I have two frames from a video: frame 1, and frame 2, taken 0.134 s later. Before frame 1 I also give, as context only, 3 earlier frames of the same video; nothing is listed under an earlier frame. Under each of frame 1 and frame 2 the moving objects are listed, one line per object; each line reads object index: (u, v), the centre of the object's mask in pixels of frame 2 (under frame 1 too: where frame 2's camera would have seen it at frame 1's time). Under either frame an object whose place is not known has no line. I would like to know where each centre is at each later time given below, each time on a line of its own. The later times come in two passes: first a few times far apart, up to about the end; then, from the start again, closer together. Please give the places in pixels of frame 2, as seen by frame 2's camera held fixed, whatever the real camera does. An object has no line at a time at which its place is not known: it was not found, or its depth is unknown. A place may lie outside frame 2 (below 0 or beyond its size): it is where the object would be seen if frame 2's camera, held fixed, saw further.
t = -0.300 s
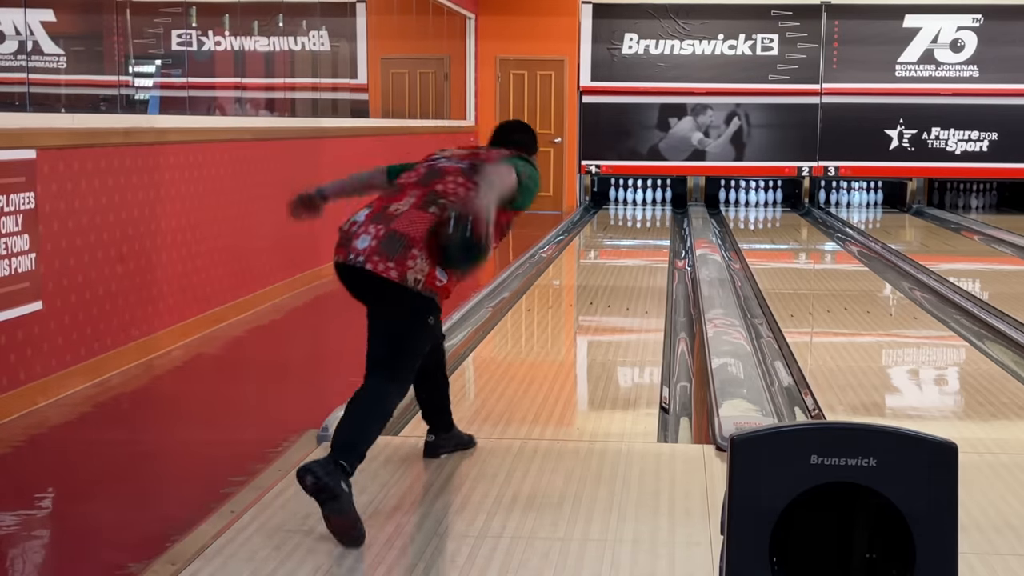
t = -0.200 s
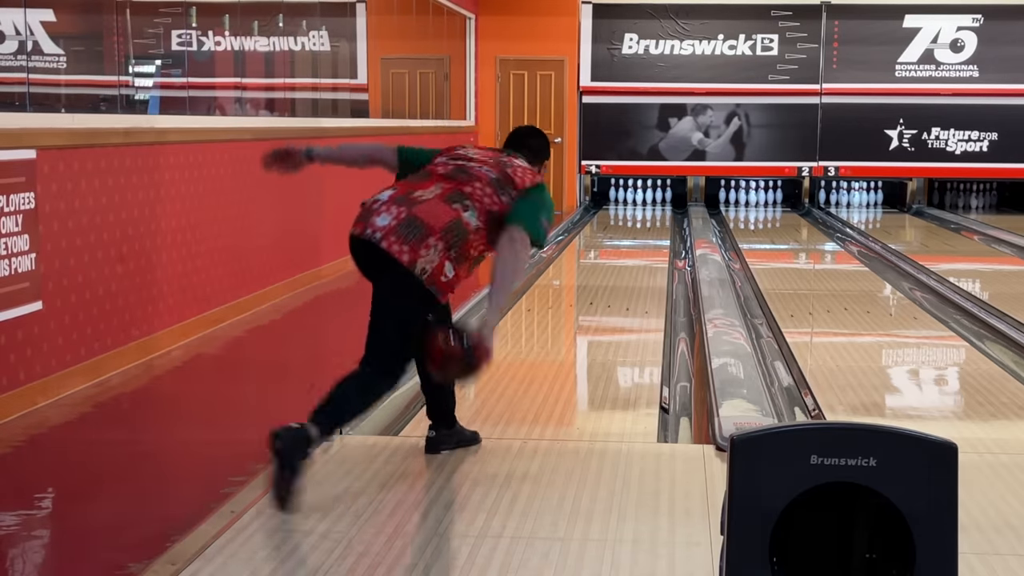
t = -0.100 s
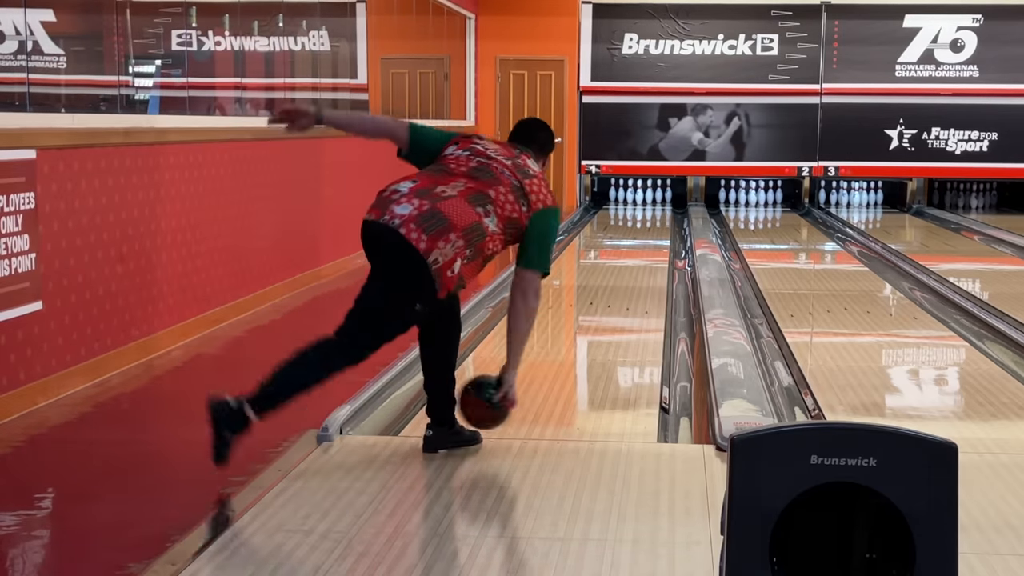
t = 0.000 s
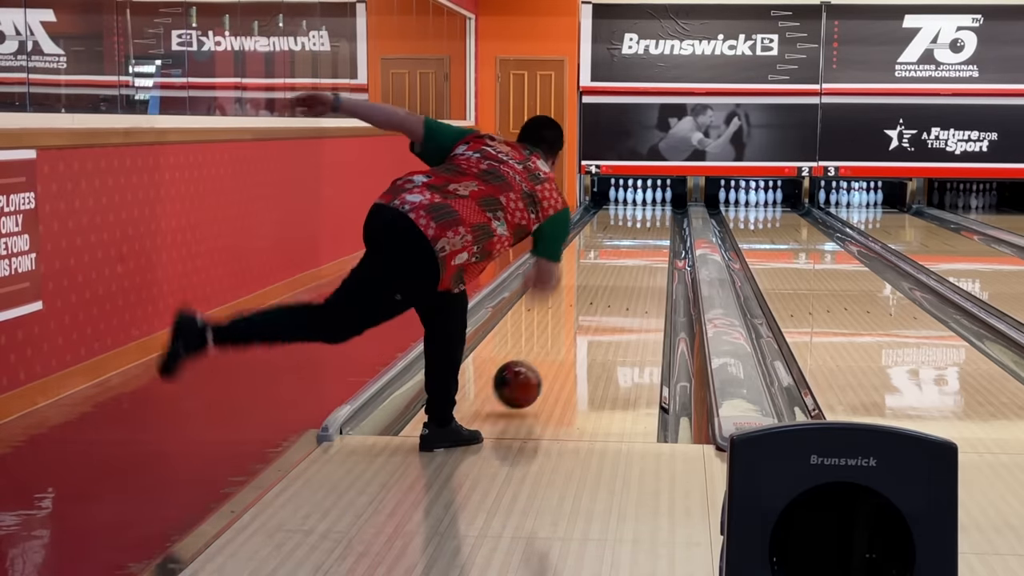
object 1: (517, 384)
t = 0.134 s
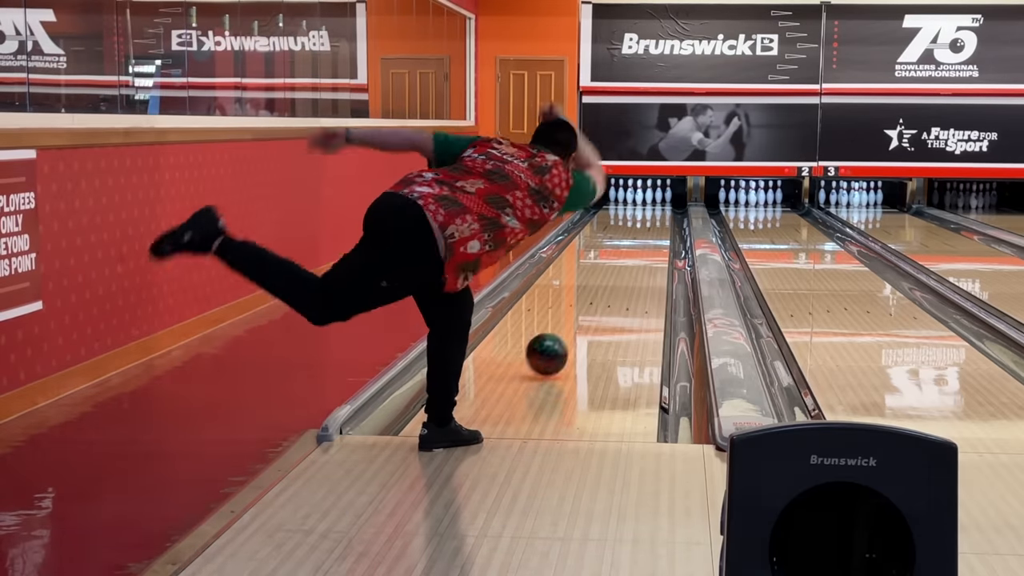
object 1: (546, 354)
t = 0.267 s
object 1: (569, 331)
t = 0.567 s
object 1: (604, 290)
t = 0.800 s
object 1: (622, 268)
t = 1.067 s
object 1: (637, 249)
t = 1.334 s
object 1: (647, 235)
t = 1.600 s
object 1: (655, 223)
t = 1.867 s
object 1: (659, 214)
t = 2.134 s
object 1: (658, 207)
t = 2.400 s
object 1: (653, 202)
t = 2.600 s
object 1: (647, 199)
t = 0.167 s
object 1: (553, 350)
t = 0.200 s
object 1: (559, 342)
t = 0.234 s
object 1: (564, 337)
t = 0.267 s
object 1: (569, 331)
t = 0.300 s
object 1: (574, 326)
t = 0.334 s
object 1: (578, 320)
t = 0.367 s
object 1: (583, 316)
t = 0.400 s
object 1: (587, 311)
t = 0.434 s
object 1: (591, 306)
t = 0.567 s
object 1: (604, 290)
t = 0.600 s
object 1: (607, 286)
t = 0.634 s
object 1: (610, 283)
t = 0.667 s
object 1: (613, 280)
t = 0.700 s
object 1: (615, 276)
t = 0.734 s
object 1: (618, 274)
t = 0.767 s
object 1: (620, 270)
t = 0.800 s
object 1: (622, 268)
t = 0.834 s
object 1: (624, 265)
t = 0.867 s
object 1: (627, 262)
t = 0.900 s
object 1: (629, 260)
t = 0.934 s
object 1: (630, 258)
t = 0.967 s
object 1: (632, 255)
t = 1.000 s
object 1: (634, 253)
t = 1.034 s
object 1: (636, 251)
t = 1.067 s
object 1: (637, 249)
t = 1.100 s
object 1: (639, 247)
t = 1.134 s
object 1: (640, 245)
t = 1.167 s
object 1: (641, 243)
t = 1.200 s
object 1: (643, 241)
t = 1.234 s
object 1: (644, 240)
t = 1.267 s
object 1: (645, 238)
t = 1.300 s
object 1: (646, 236)
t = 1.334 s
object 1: (647, 235)
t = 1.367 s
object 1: (649, 233)
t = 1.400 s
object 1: (650, 231)
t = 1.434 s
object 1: (651, 230)
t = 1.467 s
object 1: (652, 229)
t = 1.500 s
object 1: (653, 227)
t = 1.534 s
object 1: (653, 226)
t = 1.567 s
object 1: (654, 225)
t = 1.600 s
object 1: (655, 223)
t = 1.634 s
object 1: (656, 222)
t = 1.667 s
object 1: (656, 221)
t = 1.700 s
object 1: (658, 220)
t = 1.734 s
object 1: (658, 219)
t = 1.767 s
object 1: (658, 217)
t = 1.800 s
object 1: (659, 216)
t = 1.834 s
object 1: (659, 215)
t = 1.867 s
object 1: (659, 214)
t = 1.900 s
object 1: (659, 213)
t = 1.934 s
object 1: (659, 212)
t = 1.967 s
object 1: (659, 211)
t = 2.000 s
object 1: (659, 211)
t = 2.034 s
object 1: (659, 210)
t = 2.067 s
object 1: (659, 209)
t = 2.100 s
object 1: (659, 208)
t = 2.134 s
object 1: (658, 207)
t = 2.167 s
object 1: (658, 207)
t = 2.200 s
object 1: (658, 205)
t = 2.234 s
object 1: (657, 205)
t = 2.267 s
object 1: (657, 204)
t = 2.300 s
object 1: (655, 204)
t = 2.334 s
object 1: (655, 203)
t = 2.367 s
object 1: (654, 202)
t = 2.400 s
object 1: (653, 202)
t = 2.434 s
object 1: (651, 201)
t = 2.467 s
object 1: (650, 199)
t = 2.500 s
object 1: (649, 200)
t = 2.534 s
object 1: (648, 199)
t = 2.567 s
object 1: (647, 199)
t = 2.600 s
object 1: (647, 199)
